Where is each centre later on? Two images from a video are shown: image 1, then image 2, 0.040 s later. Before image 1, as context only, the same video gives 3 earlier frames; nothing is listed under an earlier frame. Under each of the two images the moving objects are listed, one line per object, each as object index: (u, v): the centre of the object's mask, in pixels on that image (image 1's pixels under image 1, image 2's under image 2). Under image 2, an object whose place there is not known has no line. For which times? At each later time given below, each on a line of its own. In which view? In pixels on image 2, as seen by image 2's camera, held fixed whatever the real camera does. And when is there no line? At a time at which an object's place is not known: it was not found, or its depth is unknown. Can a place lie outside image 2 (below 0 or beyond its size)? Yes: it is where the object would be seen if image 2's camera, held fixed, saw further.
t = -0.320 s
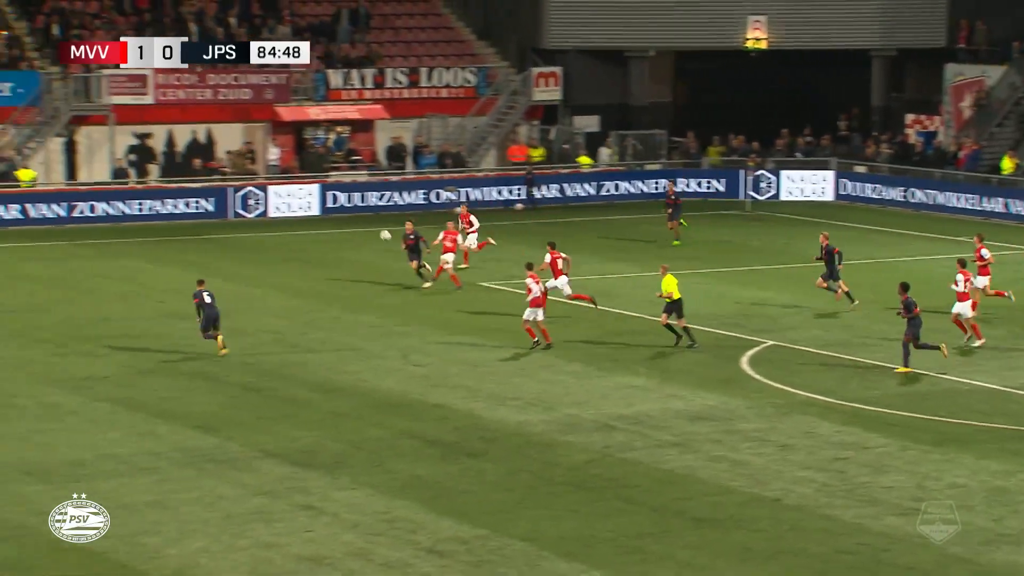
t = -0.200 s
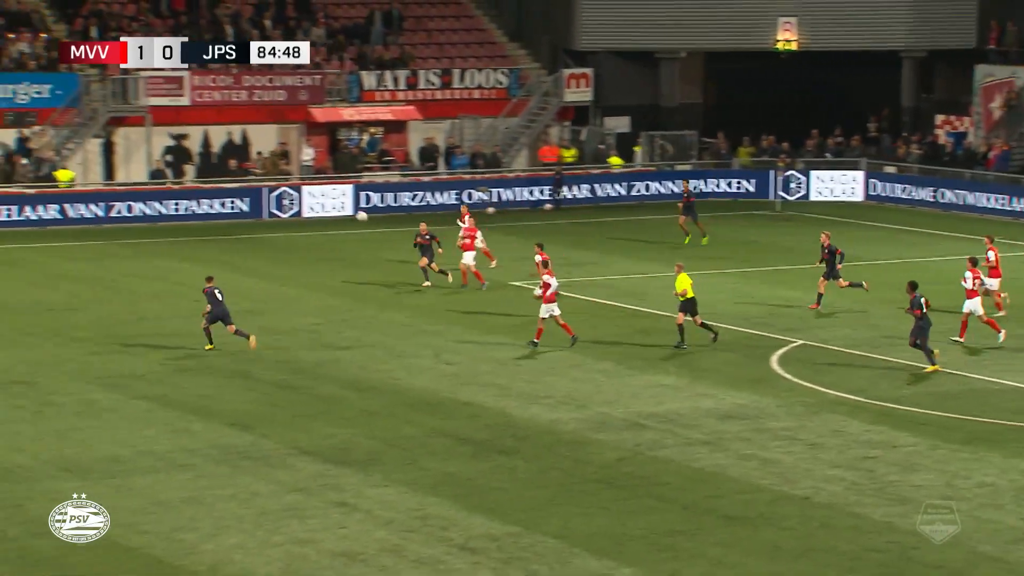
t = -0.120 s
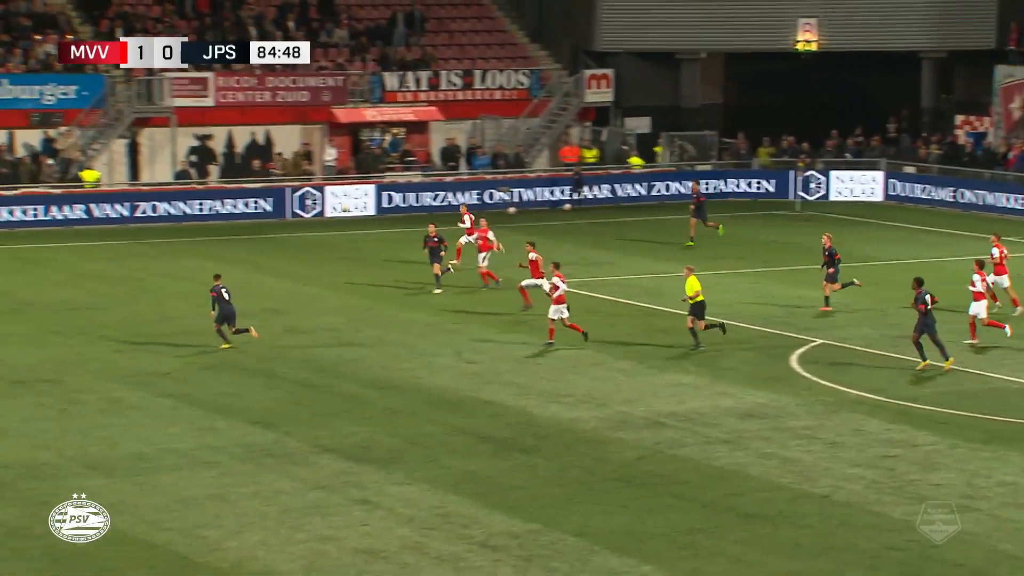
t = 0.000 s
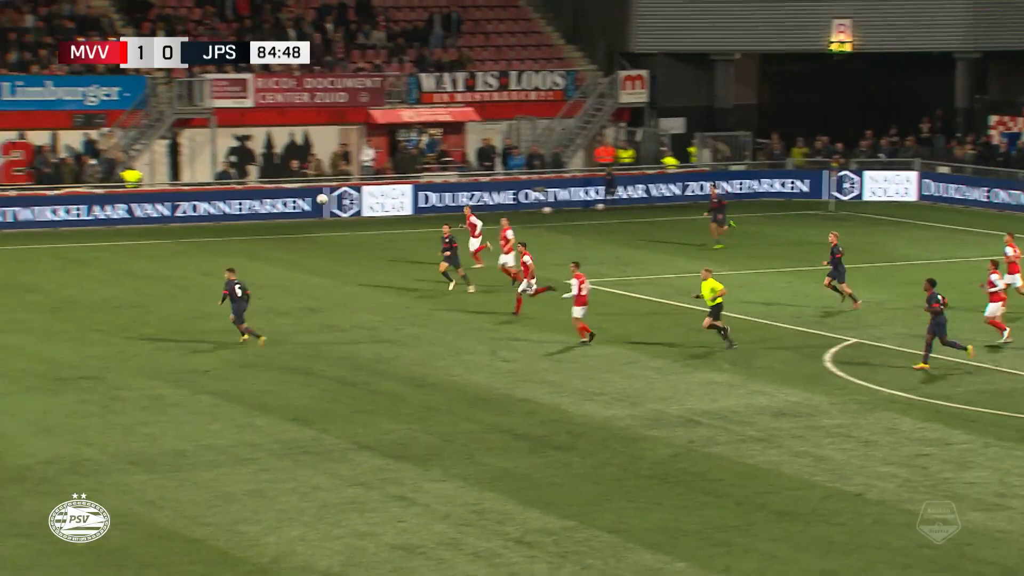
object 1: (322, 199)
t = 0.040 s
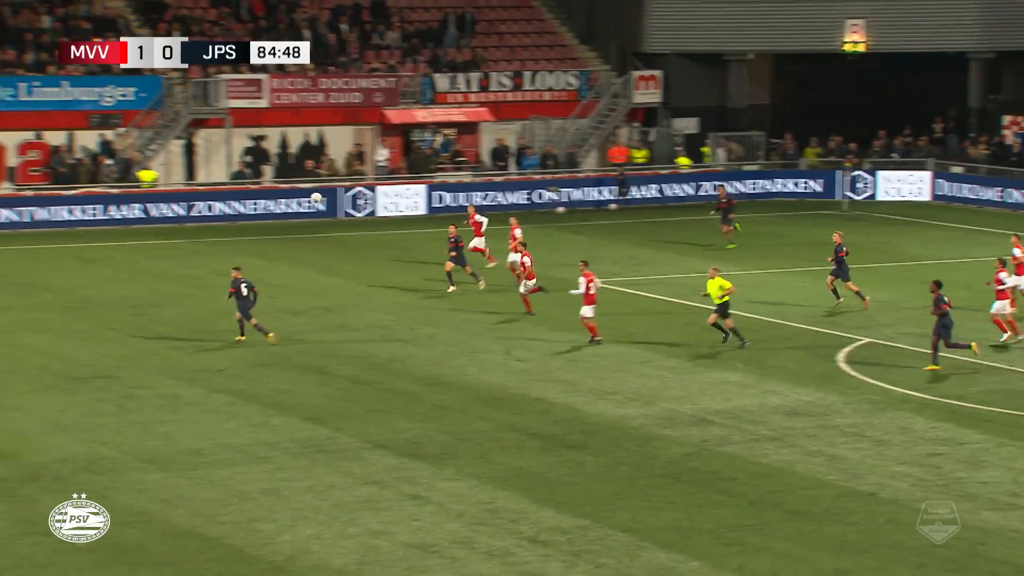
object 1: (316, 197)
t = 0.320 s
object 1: (168, 210)
